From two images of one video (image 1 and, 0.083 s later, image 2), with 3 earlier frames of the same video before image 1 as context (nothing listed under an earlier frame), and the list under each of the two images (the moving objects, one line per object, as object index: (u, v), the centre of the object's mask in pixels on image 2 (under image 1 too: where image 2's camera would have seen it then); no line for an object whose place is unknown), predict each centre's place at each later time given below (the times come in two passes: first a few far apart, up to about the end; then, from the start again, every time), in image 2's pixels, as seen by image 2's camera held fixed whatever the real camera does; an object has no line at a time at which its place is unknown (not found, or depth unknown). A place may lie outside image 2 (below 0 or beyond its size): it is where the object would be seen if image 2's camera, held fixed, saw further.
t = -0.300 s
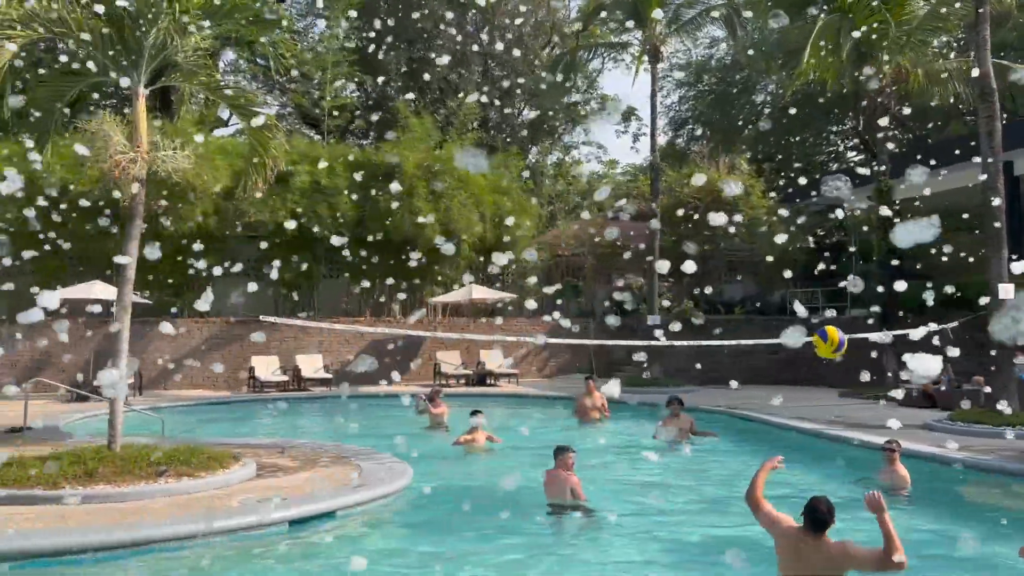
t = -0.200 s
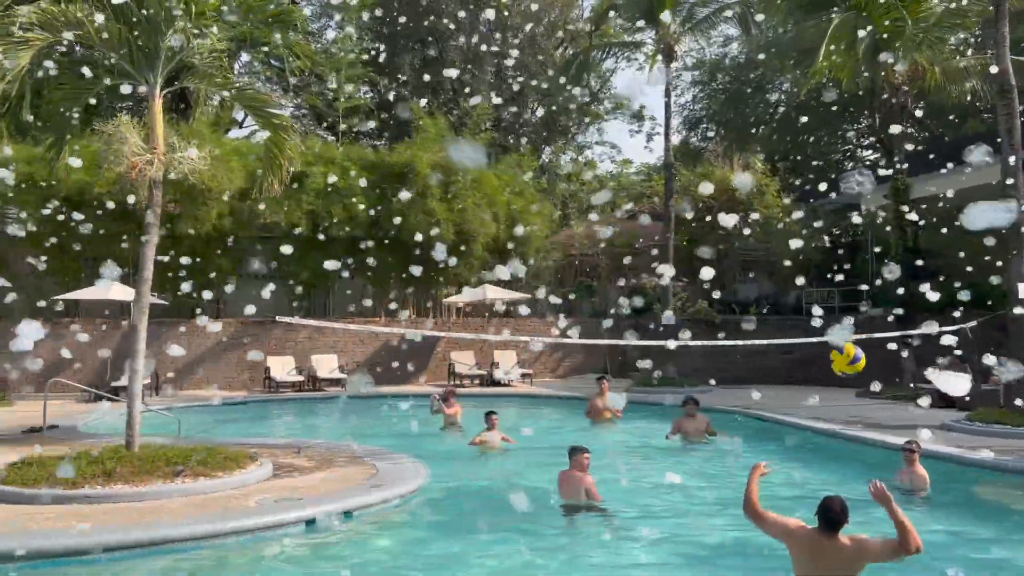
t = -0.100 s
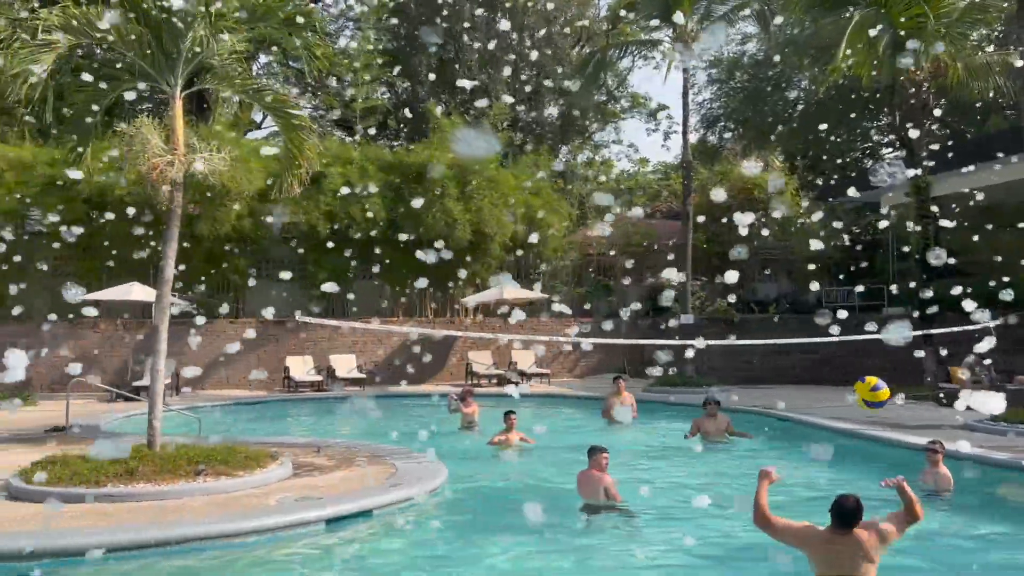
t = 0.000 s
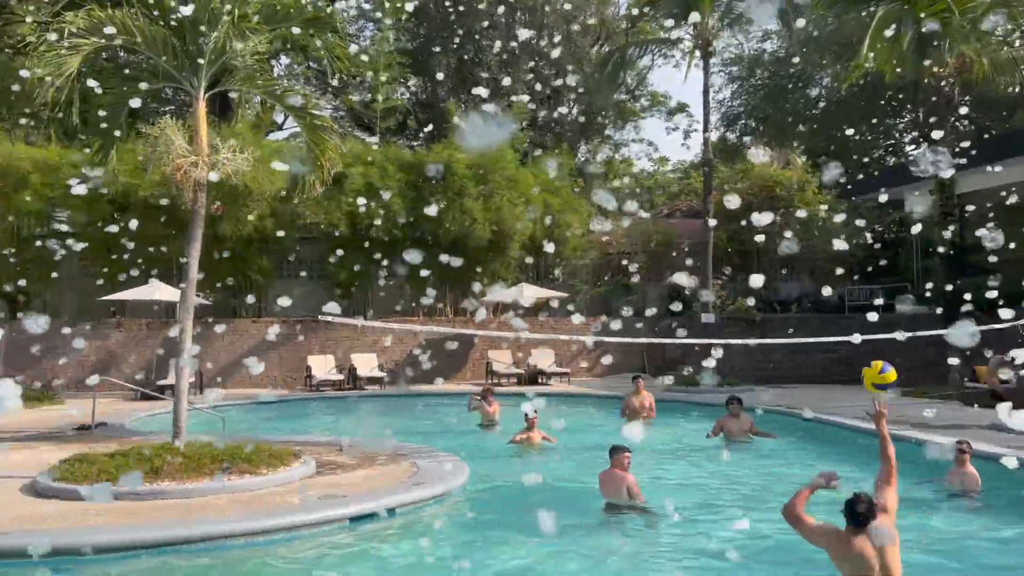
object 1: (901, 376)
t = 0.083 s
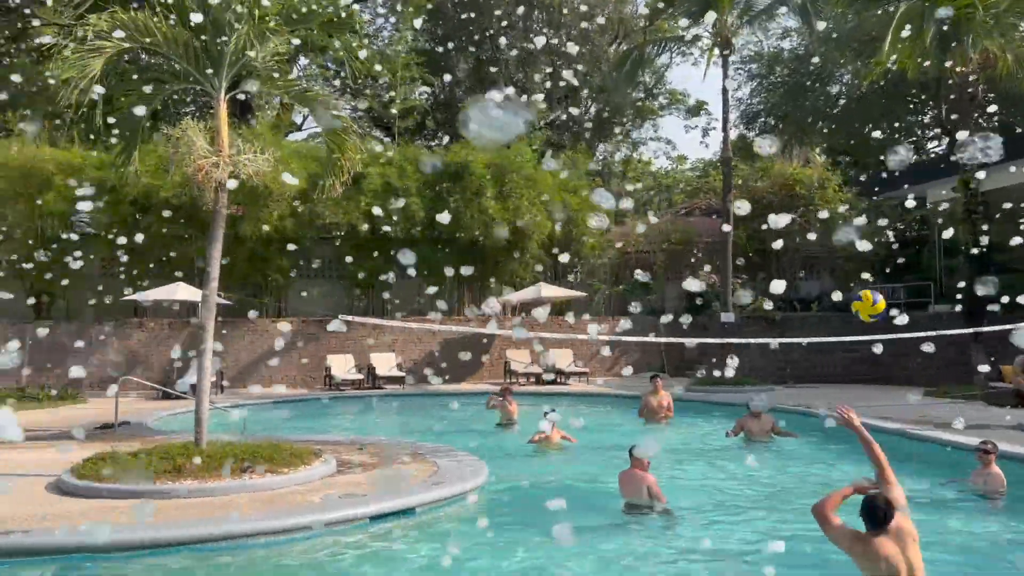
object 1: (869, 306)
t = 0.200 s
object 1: (832, 236)
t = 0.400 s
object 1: (779, 179)
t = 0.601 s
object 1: (738, 176)
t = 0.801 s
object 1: (704, 213)
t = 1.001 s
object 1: (674, 280)
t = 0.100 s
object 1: (863, 294)
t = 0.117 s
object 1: (857, 282)
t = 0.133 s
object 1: (851, 272)
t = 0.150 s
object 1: (846, 262)
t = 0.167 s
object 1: (840, 253)
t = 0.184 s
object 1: (836, 244)
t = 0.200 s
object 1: (832, 236)
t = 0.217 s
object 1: (826, 229)
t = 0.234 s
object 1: (820, 222)
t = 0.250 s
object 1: (815, 216)
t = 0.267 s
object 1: (811, 210)
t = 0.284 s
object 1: (807, 205)
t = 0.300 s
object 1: (804, 200)
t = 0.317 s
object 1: (798, 195)
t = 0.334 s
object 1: (794, 191)
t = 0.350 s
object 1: (790, 188)
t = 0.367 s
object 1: (786, 185)
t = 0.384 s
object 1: (782, 182)
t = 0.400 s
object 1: (779, 179)
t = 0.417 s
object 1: (774, 177)
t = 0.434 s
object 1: (771, 176)
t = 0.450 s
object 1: (769, 174)
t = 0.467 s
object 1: (765, 173)
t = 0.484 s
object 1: (761, 171)
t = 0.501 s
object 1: (758, 171)
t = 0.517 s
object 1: (755, 172)
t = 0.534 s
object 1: (751, 172)
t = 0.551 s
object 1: (748, 173)
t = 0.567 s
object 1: (745, 174)
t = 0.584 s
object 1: (741, 175)
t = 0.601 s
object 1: (738, 176)
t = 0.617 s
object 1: (735, 178)
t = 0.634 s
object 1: (732, 180)
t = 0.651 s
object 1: (729, 182)
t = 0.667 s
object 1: (725, 186)
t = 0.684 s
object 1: (722, 188)
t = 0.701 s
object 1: (720, 191)
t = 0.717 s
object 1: (717, 194)
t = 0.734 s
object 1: (714, 197)
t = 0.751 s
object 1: (711, 201)
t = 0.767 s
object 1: (708, 205)
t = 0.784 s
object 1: (706, 209)
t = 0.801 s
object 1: (704, 213)
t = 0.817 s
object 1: (702, 218)
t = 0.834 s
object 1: (699, 222)
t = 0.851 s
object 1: (697, 227)
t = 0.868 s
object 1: (694, 232)
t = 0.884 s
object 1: (692, 237)
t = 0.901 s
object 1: (688, 244)
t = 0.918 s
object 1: (686, 249)
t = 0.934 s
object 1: (684, 255)
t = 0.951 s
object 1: (681, 261)
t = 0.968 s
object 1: (679, 267)
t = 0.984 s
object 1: (677, 274)
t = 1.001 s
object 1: (674, 280)
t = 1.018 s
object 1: (672, 286)
